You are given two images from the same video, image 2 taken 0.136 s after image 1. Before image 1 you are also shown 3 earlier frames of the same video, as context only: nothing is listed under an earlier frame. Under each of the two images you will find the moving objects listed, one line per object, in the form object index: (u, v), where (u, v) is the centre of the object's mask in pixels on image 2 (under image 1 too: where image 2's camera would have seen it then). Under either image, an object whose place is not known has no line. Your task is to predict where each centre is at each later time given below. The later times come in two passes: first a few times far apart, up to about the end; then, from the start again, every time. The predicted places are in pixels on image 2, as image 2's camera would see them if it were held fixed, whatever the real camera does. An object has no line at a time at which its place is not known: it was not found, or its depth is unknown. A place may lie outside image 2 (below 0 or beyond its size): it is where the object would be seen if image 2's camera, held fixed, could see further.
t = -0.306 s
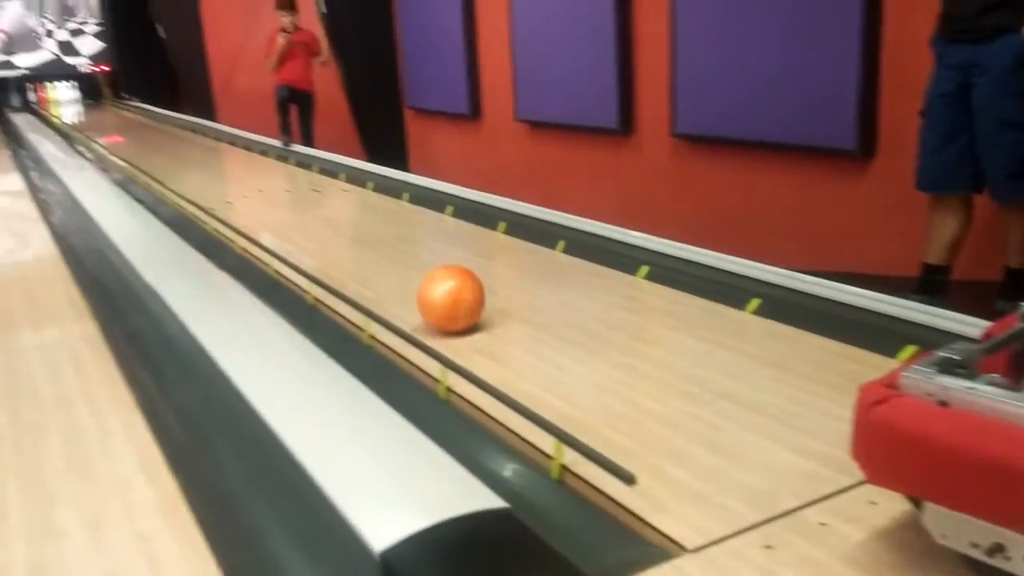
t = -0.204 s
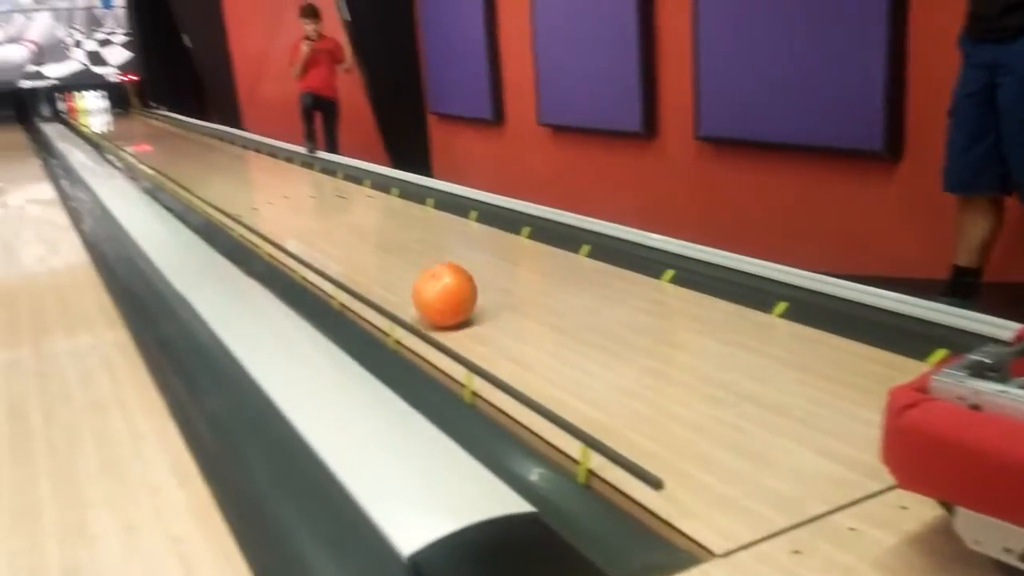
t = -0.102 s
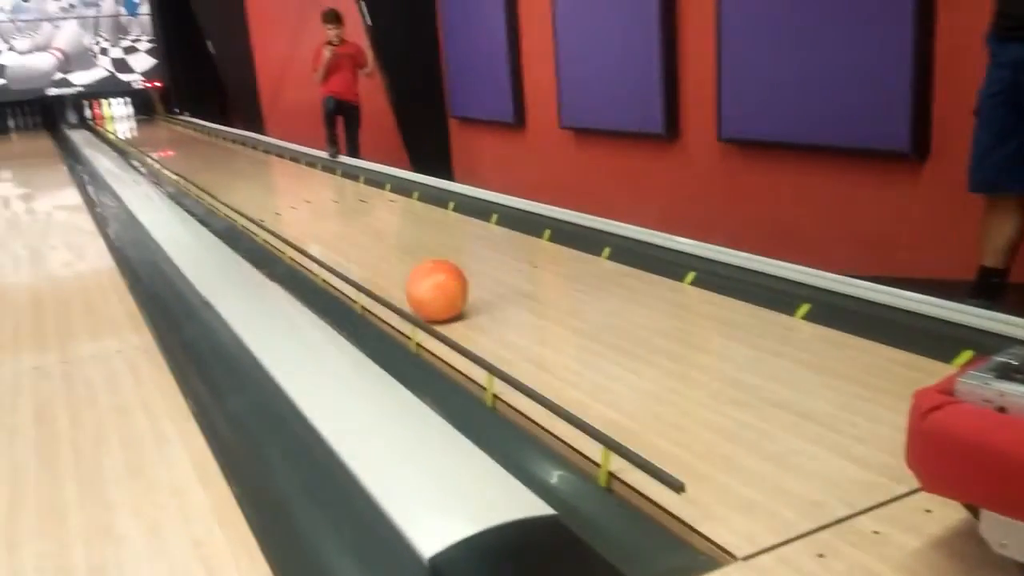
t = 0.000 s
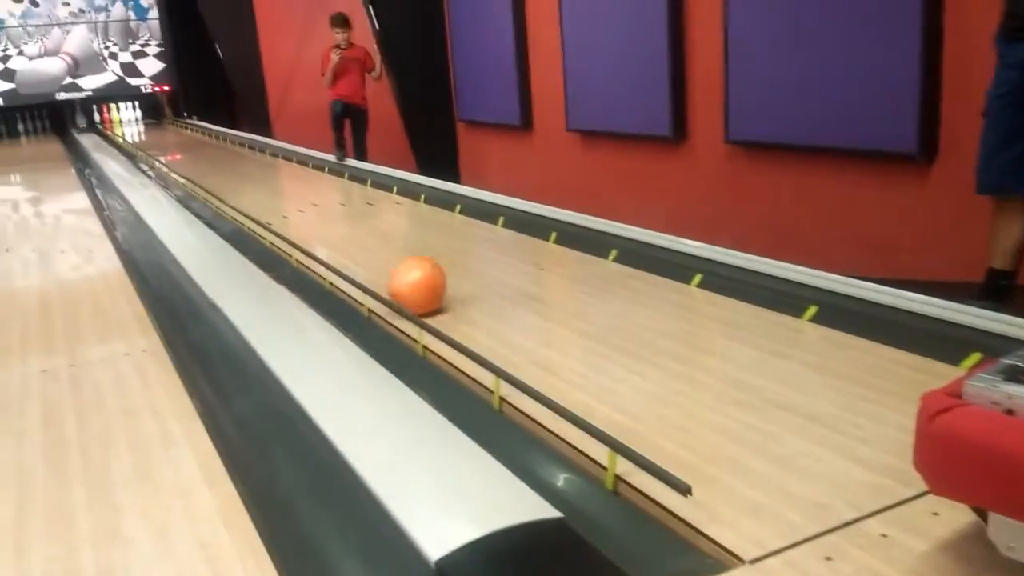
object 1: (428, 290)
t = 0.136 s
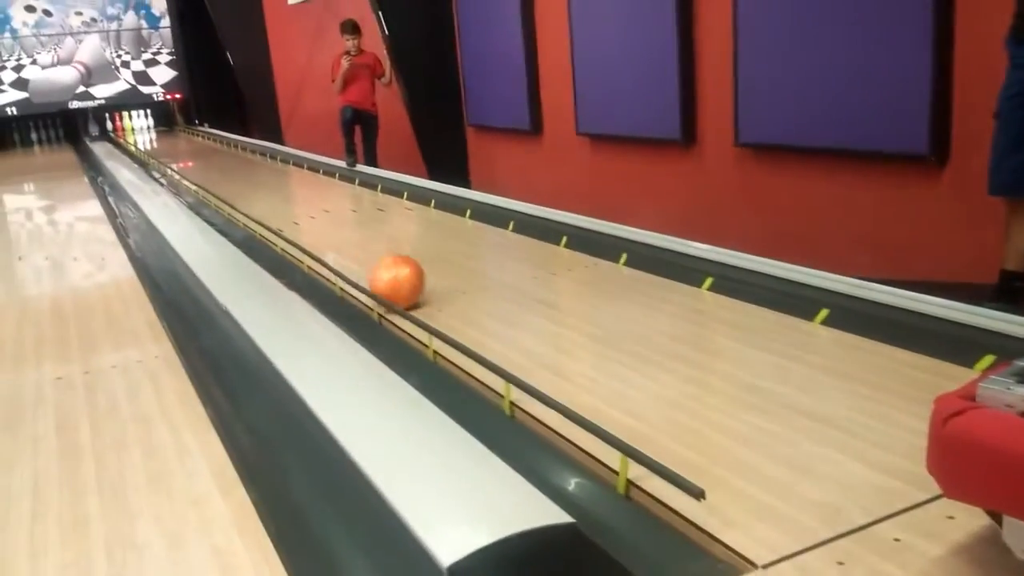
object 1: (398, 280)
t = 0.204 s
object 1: (385, 275)
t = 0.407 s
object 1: (367, 261)
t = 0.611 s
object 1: (353, 250)
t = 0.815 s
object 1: (343, 239)
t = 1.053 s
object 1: (331, 227)
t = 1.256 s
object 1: (323, 219)
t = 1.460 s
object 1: (317, 212)
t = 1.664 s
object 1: (312, 206)
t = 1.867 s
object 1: (305, 200)
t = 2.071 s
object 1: (302, 194)
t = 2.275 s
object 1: (298, 188)
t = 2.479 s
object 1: (296, 184)
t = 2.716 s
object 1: (293, 179)
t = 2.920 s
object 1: (290, 174)
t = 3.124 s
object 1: (289, 171)
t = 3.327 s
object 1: (289, 168)
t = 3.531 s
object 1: (288, 164)
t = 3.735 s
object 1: (288, 161)
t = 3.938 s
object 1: (287, 158)
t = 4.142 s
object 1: (279, 156)
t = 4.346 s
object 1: (269, 155)
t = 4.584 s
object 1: (257, 153)
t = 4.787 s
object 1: (248, 152)
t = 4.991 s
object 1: (240, 151)
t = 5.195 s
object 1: (232, 150)
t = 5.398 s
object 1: (223, 149)
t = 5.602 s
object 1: (218, 147)
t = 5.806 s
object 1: (209, 146)
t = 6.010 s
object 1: (203, 146)
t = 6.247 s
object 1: (196, 145)
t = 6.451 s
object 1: (190, 144)
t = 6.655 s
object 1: (185, 143)
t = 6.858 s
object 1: (181, 142)
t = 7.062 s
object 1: (175, 142)
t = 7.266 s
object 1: (170, 142)
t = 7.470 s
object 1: (167, 140)
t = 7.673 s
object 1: (163, 140)
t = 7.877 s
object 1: (157, 140)
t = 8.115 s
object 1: (152, 139)
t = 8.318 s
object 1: (149, 138)
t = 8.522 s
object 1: (147, 138)
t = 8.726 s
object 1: (143, 137)
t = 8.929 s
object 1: (139, 136)
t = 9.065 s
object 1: (137, 136)
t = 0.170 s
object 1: (392, 278)
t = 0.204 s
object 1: (385, 275)
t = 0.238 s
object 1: (382, 274)
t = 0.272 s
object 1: (378, 271)
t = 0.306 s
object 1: (375, 268)
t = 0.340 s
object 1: (372, 266)
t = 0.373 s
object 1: (370, 263)
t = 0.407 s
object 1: (367, 261)
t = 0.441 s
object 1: (365, 259)
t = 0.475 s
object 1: (363, 257)
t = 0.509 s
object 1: (360, 255)
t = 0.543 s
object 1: (357, 254)
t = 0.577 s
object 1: (355, 252)
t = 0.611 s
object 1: (353, 250)
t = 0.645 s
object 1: (352, 248)
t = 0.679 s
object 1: (350, 246)
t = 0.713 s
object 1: (348, 244)
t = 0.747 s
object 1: (346, 242)
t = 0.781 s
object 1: (345, 241)
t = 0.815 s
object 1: (343, 239)
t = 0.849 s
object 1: (340, 237)
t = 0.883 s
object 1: (339, 235)
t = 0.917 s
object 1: (336, 233)
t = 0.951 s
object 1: (336, 233)
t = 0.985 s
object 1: (333, 230)
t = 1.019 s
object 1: (333, 229)
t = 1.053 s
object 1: (331, 227)
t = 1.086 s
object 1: (330, 226)
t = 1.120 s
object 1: (329, 225)
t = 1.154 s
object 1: (328, 224)
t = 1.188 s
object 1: (326, 222)
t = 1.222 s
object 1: (324, 221)
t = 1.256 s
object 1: (323, 219)
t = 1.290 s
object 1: (321, 218)
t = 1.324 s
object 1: (321, 217)
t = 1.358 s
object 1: (320, 216)
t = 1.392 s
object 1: (319, 214)
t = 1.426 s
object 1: (318, 213)
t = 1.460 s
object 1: (317, 212)
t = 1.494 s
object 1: (316, 211)
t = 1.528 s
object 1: (315, 210)
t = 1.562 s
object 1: (315, 209)
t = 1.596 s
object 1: (314, 208)
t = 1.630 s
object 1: (313, 207)
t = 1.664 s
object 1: (312, 206)
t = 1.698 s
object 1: (311, 205)
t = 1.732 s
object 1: (309, 203)
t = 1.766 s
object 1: (308, 202)
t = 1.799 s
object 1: (307, 201)
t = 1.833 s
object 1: (306, 201)
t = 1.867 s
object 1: (305, 200)
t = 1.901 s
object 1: (305, 199)
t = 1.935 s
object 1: (304, 198)
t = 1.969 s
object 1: (304, 196)
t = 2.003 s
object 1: (303, 195)
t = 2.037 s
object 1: (303, 195)
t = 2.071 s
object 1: (302, 194)
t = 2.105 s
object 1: (302, 193)
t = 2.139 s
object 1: (301, 192)
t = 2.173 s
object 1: (300, 191)
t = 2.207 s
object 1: (299, 190)
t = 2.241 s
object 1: (298, 189)
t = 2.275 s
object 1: (298, 188)
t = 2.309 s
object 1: (297, 188)
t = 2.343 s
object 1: (297, 187)
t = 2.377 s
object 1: (297, 186)
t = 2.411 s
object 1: (296, 185)
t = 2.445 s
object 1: (296, 185)
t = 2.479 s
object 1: (296, 184)
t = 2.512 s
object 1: (295, 183)
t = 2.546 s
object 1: (295, 183)
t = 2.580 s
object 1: (294, 182)
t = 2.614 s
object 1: (293, 181)
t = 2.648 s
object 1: (293, 180)
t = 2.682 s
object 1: (293, 179)
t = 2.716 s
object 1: (293, 179)
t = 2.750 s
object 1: (293, 178)
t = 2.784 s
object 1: (292, 177)
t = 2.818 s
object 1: (291, 176)
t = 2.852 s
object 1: (291, 175)
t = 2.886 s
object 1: (291, 175)
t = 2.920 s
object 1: (290, 174)
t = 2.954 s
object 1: (290, 173)
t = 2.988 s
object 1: (290, 173)
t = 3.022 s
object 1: (290, 172)
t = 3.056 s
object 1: (290, 172)
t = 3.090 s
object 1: (290, 171)
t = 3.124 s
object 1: (289, 171)
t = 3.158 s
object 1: (289, 170)
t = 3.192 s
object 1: (289, 170)
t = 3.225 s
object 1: (289, 169)
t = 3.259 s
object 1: (289, 169)
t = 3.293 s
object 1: (289, 168)
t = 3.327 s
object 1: (289, 168)
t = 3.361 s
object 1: (288, 166)
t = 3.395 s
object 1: (288, 165)
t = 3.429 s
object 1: (288, 165)
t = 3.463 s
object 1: (288, 165)
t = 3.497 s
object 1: (288, 164)
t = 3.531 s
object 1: (288, 164)
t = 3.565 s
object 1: (289, 164)
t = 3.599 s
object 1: (288, 163)
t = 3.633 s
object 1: (289, 162)
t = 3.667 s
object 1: (289, 162)
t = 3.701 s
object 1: (288, 161)
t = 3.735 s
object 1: (288, 161)
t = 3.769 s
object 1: (288, 160)
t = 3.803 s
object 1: (288, 160)
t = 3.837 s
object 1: (288, 160)
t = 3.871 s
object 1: (288, 159)
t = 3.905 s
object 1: (288, 159)
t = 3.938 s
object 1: (287, 158)
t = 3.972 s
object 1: (287, 158)
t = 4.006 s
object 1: (287, 157)
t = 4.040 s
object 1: (285, 157)
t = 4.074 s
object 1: (284, 156)
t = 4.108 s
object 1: (282, 156)
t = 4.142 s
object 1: (279, 156)
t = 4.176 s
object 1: (277, 156)
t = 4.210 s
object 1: (276, 156)
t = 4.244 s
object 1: (275, 156)
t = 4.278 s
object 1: (273, 155)
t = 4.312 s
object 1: (270, 155)
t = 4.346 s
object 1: (269, 155)
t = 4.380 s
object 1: (268, 154)
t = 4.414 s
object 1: (266, 154)
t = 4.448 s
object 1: (264, 154)
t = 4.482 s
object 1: (263, 154)
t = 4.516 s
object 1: (260, 153)
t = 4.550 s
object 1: (259, 153)
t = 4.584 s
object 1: (257, 153)
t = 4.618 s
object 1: (255, 153)
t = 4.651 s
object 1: (254, 153)
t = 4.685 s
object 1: (253, 152)
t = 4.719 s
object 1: (251, 152)
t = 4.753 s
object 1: (250, 152)
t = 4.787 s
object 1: (248, 152)
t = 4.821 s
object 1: (247, 152)
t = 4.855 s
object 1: (246, 151)
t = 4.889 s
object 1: (245, 151)
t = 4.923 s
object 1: (243, 151)
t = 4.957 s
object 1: (242, 151)
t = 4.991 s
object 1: (240, 151)
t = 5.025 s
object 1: (238, 151)
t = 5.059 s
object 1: (238, 150)
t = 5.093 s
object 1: (237, 150)
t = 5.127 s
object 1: (235, 150)
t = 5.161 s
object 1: (233, 150)
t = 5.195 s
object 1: (232, 150)
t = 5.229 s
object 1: (230, 150)
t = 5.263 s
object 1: (228, 150)
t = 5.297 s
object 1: (227, 149)
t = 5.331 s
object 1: (226, 149)
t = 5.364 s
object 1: (225, 149)
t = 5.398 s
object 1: (223, 149)
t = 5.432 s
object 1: (223, 148)
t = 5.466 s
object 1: (221, 147)
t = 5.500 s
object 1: (220, 147)
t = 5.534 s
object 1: (219, 147)
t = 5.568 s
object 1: (218, 147)
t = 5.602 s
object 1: (218, 147)
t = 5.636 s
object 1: (214, 148)
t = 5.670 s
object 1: (213, 147)
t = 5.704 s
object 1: (212, 147)
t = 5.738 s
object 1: (211, 146)
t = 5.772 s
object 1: (211, 146)
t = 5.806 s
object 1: (209, 146)
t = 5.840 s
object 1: (208, 146)
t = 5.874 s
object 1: (207, 146)
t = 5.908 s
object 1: (206, 146)
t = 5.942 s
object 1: (205, 146)
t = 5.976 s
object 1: (204, 146)
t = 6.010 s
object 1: (203, 146)
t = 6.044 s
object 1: (201, 146)
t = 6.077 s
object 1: (200, 146)
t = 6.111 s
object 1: (199, 146)
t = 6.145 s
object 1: (198, 146)
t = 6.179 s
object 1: (197, 145)
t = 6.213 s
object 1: (197, 145)
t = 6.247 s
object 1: (196, 145)
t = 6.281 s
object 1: (195, 144)
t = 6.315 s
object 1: (195, 145)
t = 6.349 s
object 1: (193, 144)
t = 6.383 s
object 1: (192, 145)
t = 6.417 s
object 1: (191, 144)
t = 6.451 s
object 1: (190, 144)
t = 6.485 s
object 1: (190, 144)
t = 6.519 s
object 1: (188, 144)
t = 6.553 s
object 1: (188, 143)
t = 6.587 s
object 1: (187, 144)
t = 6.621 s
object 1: (187, 144)
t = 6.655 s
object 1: (185, 143)
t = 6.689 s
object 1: (185, 143)
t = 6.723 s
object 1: (184, 143)
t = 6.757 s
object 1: (184, 143)
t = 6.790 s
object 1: (183, 143)
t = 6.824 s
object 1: (182, 143)
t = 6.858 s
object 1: (181, 142)
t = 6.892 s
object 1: (180, 142)
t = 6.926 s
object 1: (179, 142)
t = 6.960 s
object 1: (177, 142)
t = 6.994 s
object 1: (176, 142)
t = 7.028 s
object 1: (175, 142)
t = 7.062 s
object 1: (175, 142)
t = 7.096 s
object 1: (174, 142)
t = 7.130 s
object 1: (173, 143)
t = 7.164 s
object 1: (172, 142)
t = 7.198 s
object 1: (171, 142)
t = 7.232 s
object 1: (171, 142)
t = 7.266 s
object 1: (170, 142)
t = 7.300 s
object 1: (170, 142)
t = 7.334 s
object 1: (170, 142)
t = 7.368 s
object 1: (169, 141)
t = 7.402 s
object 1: (168, 141)
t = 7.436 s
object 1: (168, 141)
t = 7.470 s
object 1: (167, 140)
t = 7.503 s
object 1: (167, 140)
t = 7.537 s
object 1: (166, 140)
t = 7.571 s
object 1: (165, 140)
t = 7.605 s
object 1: (165, 140)
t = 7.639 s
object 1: (165, 140)
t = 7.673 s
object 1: (163, 140)
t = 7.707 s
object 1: (162, 141)
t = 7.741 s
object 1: (160, 141)
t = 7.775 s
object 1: (159, 140)
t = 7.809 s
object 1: (159, 140)
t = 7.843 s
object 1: (158, 140)
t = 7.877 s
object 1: (157, 140)
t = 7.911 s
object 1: (156, 139)
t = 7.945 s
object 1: (156, 140)
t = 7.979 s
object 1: (155, 139)
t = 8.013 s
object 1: (154, 139)
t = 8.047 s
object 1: (154, 139)
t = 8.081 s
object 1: (153, 139)
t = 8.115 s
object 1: (152, 139)
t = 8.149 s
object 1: (152, 139)
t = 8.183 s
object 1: (151, 139)
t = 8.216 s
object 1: (151, 139)
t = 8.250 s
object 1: (151, 138)
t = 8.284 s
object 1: (150, 138)
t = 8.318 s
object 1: (149, 138)
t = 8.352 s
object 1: (148, 137)
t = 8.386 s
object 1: (148, 138)
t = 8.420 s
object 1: (148, 138)
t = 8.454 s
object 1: (147, 138)
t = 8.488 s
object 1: (147, 137)
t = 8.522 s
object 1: (147, 138)
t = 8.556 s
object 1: (145, 137)
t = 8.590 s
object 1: (145, 137)
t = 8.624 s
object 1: (144, 137)
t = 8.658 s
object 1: (144, 137)
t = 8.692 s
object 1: (144, 137)
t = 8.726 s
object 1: (143, 137)
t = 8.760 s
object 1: (142, 137)
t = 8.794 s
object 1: (142, 137)
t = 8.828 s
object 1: (141, 137)
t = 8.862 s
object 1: (140, 137)
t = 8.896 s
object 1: (140, 136)
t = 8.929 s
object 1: (139, 136)
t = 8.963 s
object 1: (138, 136)
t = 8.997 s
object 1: (138, 136)
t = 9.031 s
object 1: (138, 136)
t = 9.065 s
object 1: (137, 136)
